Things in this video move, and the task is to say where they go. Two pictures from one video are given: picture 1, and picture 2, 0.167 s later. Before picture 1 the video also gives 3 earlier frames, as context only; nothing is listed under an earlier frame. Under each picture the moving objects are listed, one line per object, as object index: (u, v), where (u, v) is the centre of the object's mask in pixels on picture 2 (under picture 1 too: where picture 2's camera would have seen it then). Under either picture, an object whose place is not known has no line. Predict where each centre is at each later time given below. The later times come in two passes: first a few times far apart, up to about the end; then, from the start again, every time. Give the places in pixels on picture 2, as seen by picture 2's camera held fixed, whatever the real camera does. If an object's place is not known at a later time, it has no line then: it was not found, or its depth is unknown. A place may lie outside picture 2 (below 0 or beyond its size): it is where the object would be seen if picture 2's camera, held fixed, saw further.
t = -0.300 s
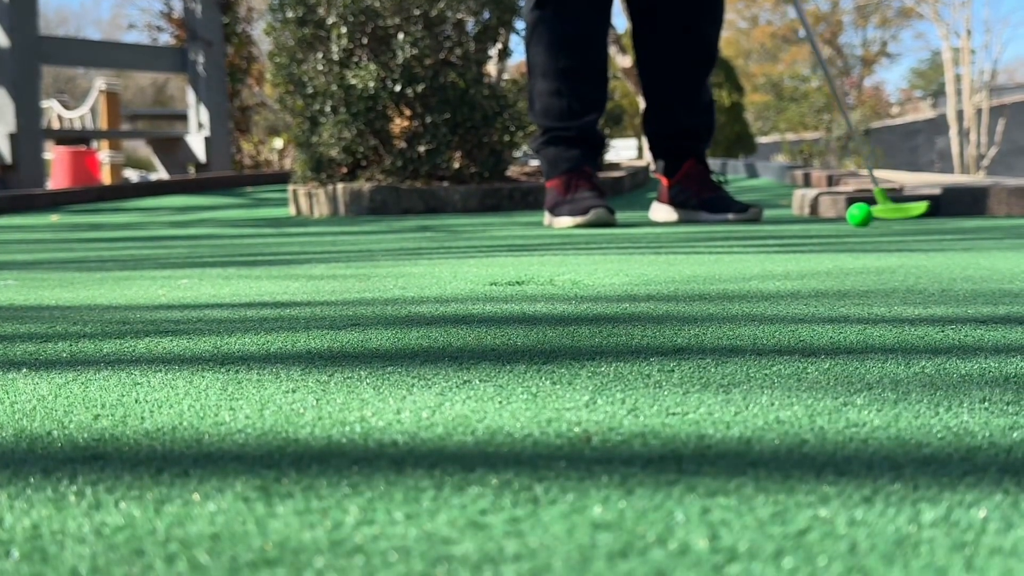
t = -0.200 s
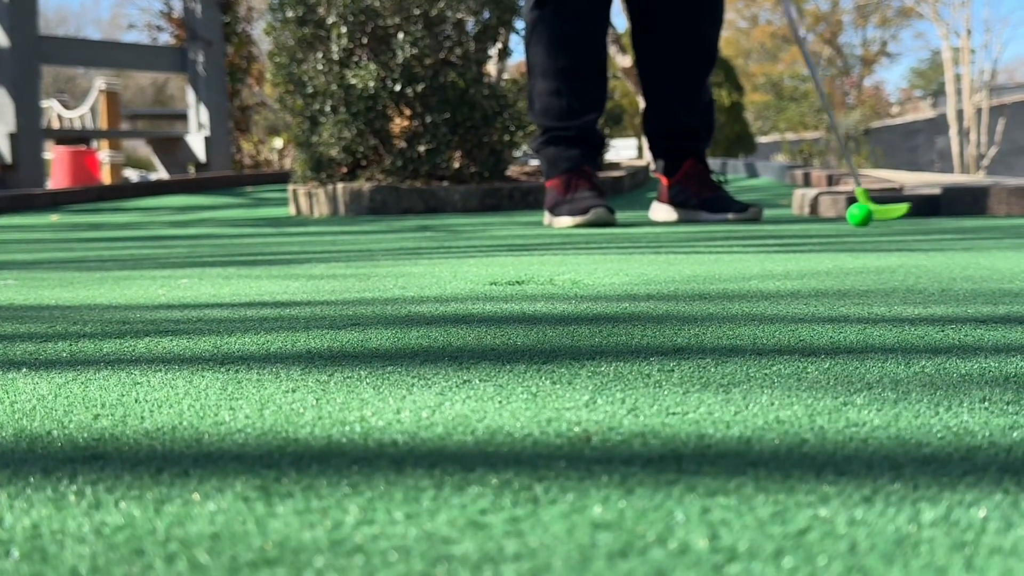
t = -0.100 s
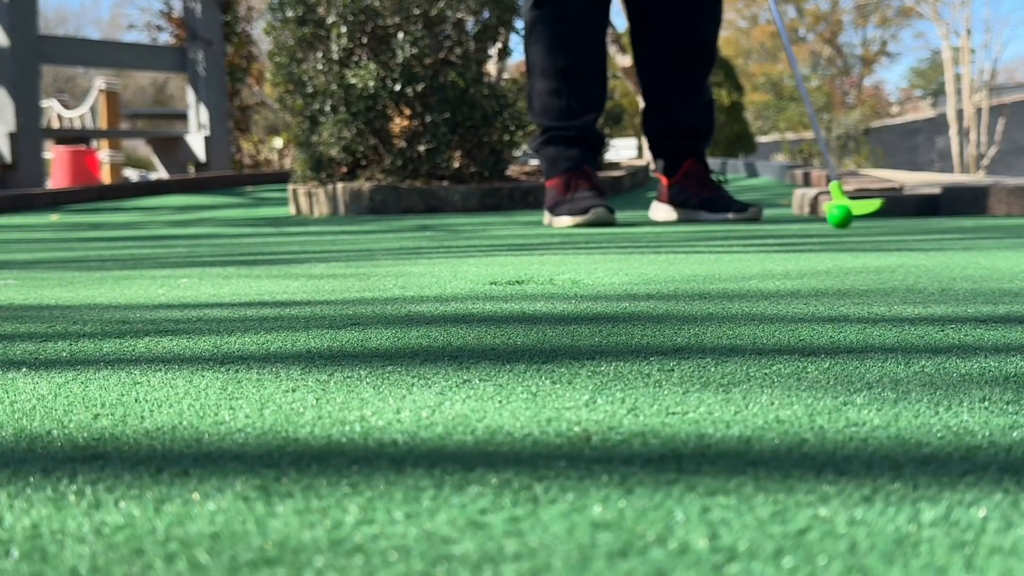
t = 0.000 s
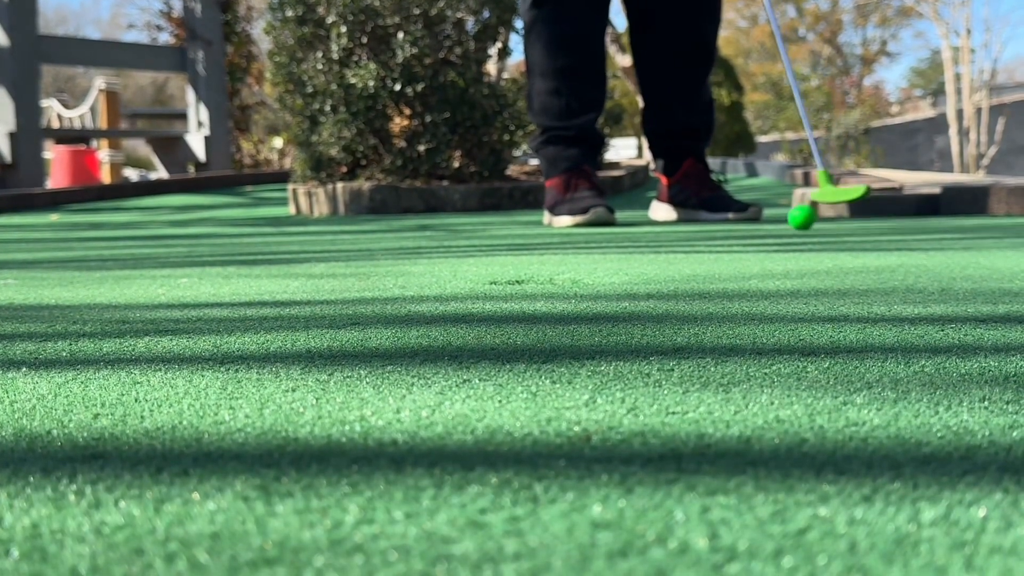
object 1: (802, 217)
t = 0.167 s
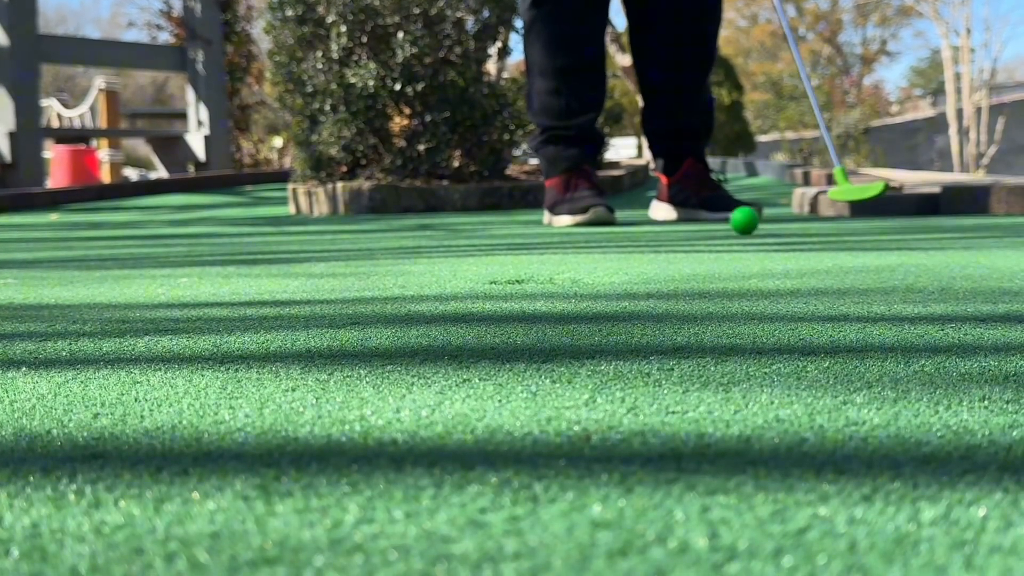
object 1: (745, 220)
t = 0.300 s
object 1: (695, 224)
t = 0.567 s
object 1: (581, 231)
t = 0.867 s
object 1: (419, 247)
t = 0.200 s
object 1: (732, 220)
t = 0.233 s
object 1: (720, 222)
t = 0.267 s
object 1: (707, 223)
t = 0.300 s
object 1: (695, 224)
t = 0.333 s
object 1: (682, 225)
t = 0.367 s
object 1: (668, 226)
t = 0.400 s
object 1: (654, 228)
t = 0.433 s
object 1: (640, 227)
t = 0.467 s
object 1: (625, 229)
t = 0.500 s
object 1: (611, 230)
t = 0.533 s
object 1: (597, 231)
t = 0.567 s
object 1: (581, 231)
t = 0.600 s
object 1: (564, 235)
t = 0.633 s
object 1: (548, 234)
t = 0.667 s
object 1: (531, 235)
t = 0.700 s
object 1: (514, 238)
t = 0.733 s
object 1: (496, 238)
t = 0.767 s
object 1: (478, 240)
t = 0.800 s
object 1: (460, 243)
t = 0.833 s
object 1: (440, 245)
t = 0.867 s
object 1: (419, 247)
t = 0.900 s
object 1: (399, 250)
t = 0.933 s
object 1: (377, 252)
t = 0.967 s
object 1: (355, 254)
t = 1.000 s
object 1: (332, 256)
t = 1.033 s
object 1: (308, 259)
